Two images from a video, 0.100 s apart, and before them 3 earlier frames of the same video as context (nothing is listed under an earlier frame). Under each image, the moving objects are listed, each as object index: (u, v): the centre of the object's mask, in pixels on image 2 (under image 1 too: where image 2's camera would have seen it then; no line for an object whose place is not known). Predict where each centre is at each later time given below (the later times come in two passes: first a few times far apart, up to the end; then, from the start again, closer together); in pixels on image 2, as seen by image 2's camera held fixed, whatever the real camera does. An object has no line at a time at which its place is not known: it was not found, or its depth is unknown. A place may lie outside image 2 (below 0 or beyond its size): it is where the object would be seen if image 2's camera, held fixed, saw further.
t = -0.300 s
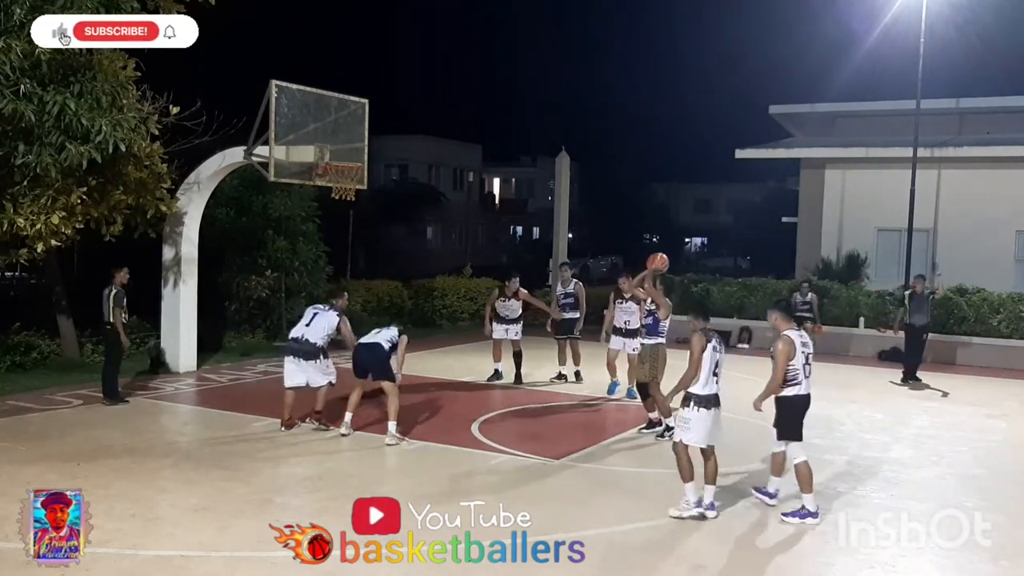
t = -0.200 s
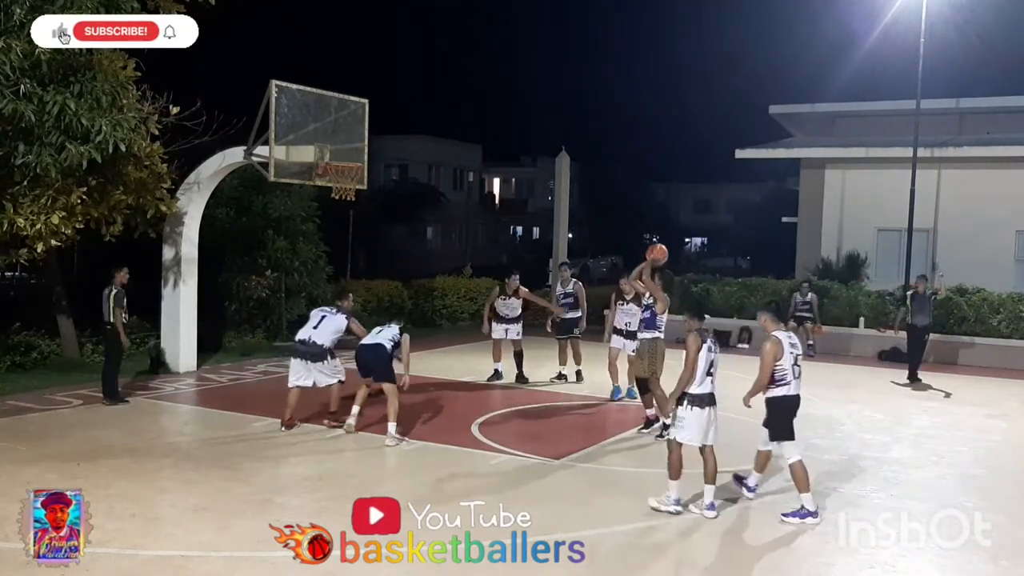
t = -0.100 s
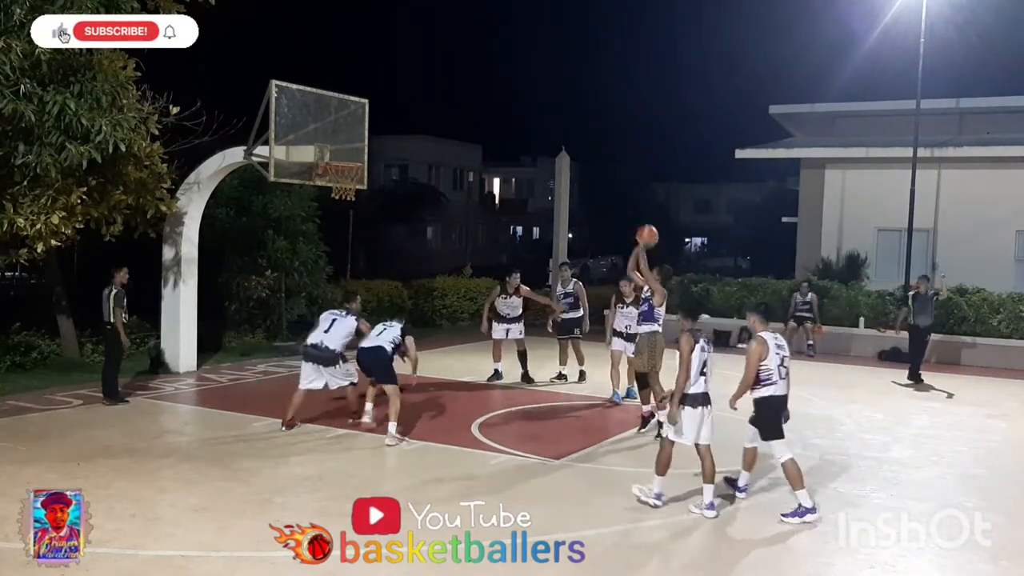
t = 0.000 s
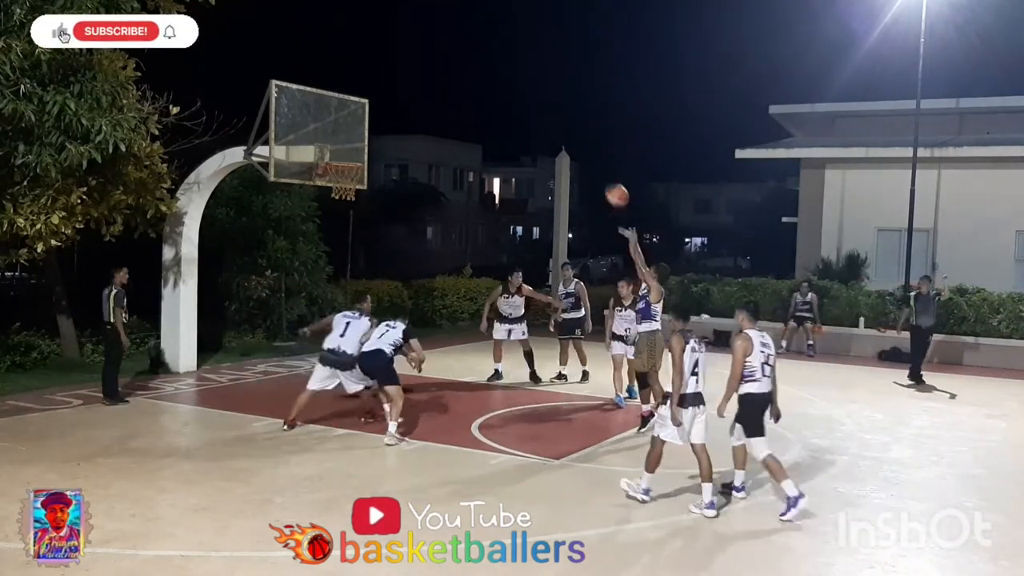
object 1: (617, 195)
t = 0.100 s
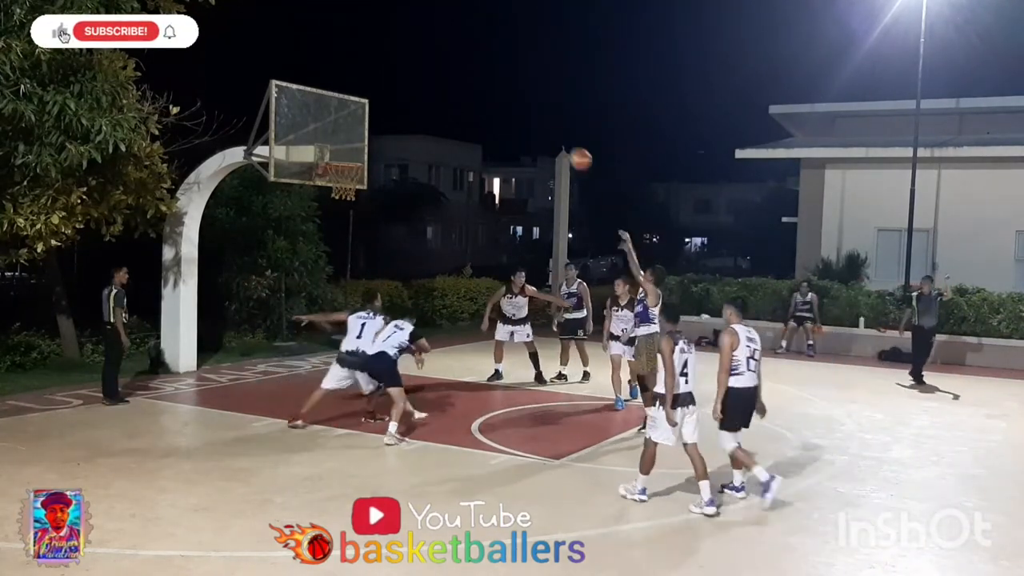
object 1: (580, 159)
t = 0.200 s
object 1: (544, 132)
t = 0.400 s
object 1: (476, 104)
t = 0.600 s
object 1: (413, 110)
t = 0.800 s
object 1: (355, 145)
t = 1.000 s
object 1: (362, 185)
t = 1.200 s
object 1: (366, 181)
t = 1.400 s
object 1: (339, 192)
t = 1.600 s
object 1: (325, 214)
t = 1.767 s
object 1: (314, 256)
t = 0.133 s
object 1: (568, 149)
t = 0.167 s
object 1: (556, 140)
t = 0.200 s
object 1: (544, 132)
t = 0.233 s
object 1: (532, 125)
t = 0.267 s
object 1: (521, 119)
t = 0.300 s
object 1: (510, 114)
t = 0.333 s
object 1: (498, 110)
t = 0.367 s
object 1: (487, 107)
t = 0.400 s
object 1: (476, 104)
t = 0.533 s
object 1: (434, 104)
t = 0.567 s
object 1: (424, 106)
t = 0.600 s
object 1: (413, 110)
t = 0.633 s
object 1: (403, 114)
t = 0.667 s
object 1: (393, 118)
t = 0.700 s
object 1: (383, 124)
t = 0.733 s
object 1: (374, 130)
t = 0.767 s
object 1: (365, 137)
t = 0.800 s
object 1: (355, 145)
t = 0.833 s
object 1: (346, 154)
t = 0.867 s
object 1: (335, 159)
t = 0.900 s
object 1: (342, 165)
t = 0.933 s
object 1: (352, 176)
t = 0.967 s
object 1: (358, 186)
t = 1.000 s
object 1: (362, 185)
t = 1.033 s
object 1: (366, 180)
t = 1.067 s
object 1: (366, 178)
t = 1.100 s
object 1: (369, 177)
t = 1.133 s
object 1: (368, 177)
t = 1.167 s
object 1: (363, 175)
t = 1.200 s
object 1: (366, 181)
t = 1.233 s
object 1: (364, 183)
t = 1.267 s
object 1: (356, 182)
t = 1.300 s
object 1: (352, 185)
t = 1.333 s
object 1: (348, 185)
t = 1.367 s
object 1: (342, 188)
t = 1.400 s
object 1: (339, 192)
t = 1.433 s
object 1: (337, 193)
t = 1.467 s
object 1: (334, 195)
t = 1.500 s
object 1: (332, 198)
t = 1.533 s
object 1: (330, 203)
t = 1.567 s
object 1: (327, 208)
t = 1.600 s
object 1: (325, 214)
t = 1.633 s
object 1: (323, 221)
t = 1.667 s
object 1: (321, 228)
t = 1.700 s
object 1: (318, 237)
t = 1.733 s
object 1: (316, 246)
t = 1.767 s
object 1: (314, 256)
